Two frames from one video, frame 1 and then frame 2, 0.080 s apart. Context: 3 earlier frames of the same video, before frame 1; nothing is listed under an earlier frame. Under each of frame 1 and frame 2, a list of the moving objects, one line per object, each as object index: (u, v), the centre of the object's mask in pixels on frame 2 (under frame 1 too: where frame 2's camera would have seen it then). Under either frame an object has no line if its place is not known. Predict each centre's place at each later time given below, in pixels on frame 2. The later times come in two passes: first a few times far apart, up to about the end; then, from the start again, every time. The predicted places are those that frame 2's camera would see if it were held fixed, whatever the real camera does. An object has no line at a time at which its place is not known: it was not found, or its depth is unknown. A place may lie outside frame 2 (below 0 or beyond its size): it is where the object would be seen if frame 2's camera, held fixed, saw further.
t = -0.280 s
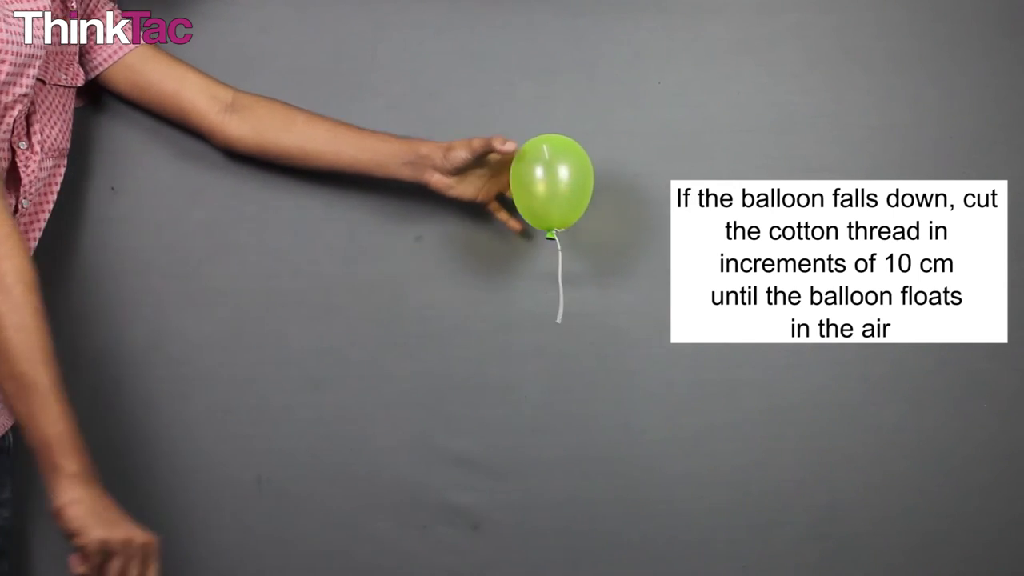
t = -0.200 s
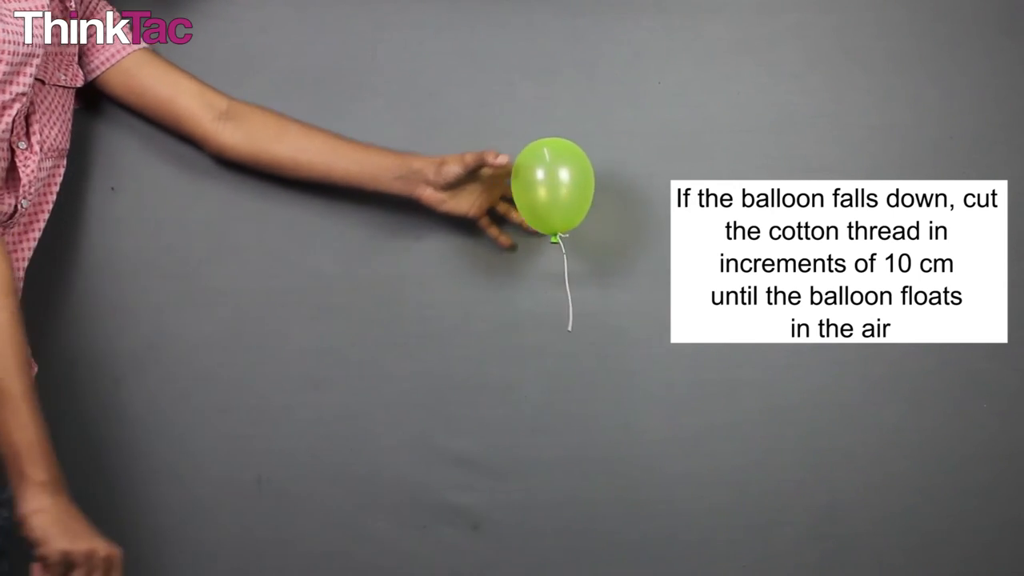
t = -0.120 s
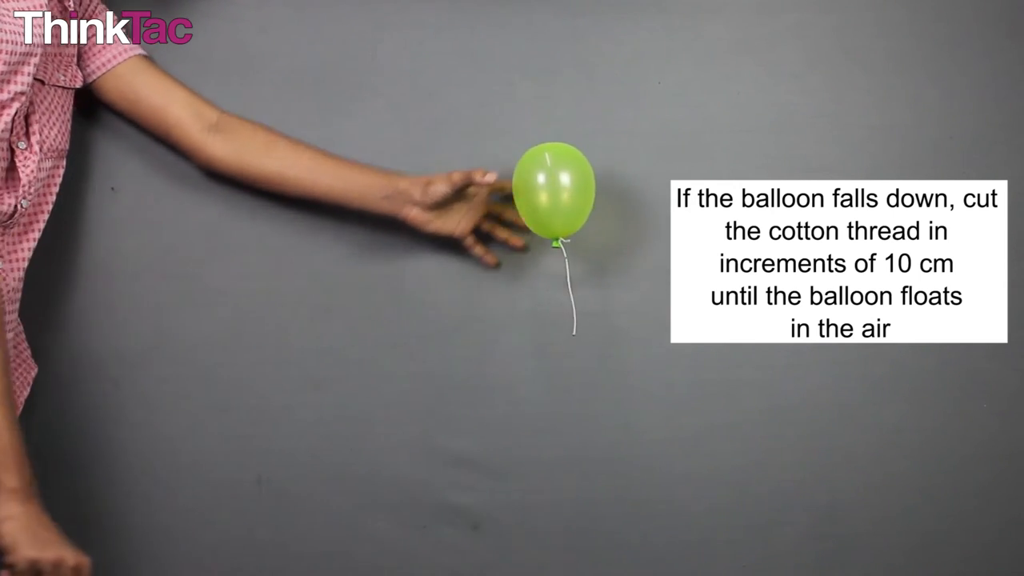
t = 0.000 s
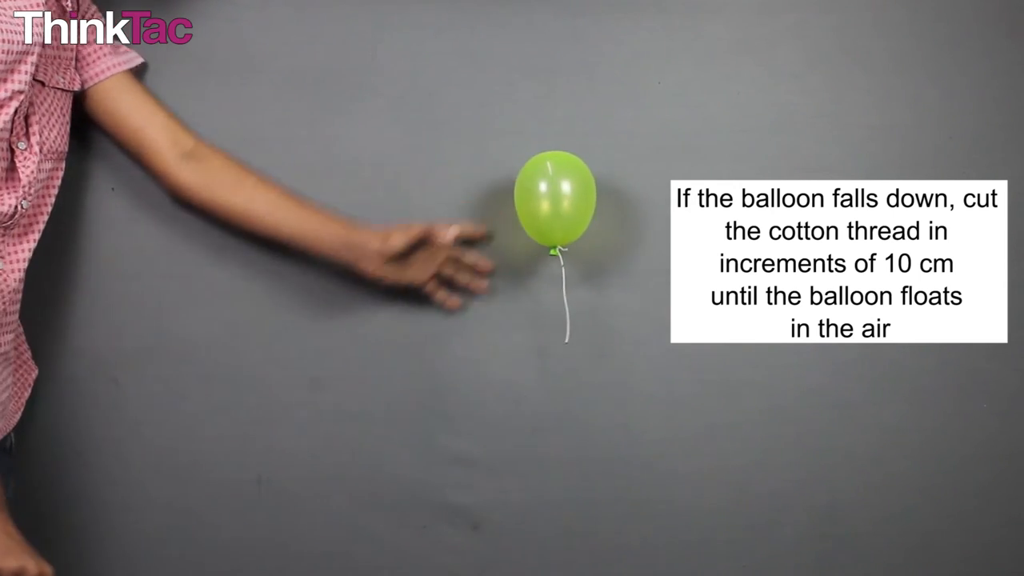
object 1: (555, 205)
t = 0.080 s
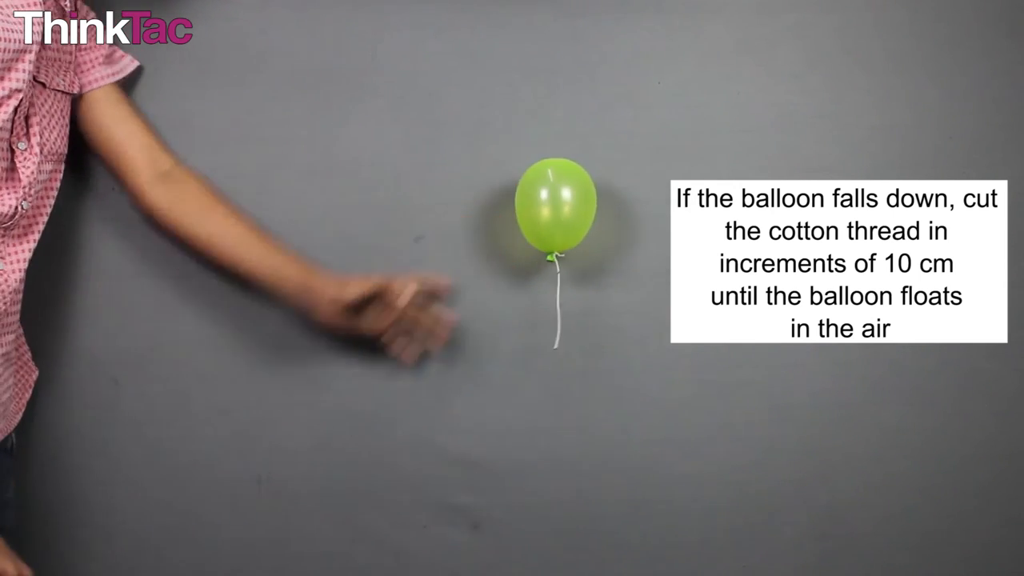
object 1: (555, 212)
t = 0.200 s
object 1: (555, 223)
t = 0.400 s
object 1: (556, 240)
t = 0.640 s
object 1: (558, 262)
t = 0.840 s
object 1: (560, 284)
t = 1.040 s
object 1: (561, 312)
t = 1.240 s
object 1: (562, 340)
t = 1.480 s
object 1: (563, 381)
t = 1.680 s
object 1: (563, 418)
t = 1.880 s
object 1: (560, 455)
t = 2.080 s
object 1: (556, 496)
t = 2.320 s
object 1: (549, 540)
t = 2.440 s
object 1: (546, 555)
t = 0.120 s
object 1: (555, 216)
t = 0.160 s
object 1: (555, 219)
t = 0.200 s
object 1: (555, 223)
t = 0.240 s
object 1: (556, 228)
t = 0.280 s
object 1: (556, 231)
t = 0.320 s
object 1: (556, 233)
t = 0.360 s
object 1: (556, 237)
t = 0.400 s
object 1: (556, 240)
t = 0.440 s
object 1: (557, 243)
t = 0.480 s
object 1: (557, 247)
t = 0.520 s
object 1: (557, 250)
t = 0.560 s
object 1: (558, 254)
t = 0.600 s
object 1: (558, 257)
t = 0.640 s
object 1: (558, 262)
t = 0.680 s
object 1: (559, 266)
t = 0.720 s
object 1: (559, 271)
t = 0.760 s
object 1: (559, 275)
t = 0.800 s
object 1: (560, 280)
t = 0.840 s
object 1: (560, 284)
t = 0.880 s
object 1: (560, 289)
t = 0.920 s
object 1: (560, 294)
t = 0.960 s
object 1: (561, 300)
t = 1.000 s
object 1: (561, 305)
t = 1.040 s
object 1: (561, 312)
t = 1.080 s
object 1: (561, 317)
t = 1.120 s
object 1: (561, 322)
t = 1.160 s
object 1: (561, 328)
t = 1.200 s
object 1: (562, 334)
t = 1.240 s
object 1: (562, 340)
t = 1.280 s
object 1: (562, 347)
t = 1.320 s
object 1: (562, 353)
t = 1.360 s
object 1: (562, 360)
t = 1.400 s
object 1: (563, 368)
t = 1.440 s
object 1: (563, 374)
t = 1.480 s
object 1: (563, 381)
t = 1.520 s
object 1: (563, 389)
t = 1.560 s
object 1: (563, 395)
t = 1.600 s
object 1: (563, 402)
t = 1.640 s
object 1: (563, 411)
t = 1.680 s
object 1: (563, 418)
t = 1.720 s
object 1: (562, 426)
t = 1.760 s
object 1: (562, 434)
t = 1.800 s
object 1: (561, 440)
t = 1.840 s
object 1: (561, 447)
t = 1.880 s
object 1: (560, 455)
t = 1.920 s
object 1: (559, 463)
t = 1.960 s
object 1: (559, 471)
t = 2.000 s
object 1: (558, 479)
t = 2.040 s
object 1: (557, 487)
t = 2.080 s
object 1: (556, 496)
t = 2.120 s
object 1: (555, 504)
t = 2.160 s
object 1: (554, 513)
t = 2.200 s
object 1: (552, 520)
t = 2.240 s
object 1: (551, 528)
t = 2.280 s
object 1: (550, 534)
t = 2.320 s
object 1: (549, 540)
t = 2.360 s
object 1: (548, 545)
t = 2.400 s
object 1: (547, 550)
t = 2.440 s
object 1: (546, 555)
